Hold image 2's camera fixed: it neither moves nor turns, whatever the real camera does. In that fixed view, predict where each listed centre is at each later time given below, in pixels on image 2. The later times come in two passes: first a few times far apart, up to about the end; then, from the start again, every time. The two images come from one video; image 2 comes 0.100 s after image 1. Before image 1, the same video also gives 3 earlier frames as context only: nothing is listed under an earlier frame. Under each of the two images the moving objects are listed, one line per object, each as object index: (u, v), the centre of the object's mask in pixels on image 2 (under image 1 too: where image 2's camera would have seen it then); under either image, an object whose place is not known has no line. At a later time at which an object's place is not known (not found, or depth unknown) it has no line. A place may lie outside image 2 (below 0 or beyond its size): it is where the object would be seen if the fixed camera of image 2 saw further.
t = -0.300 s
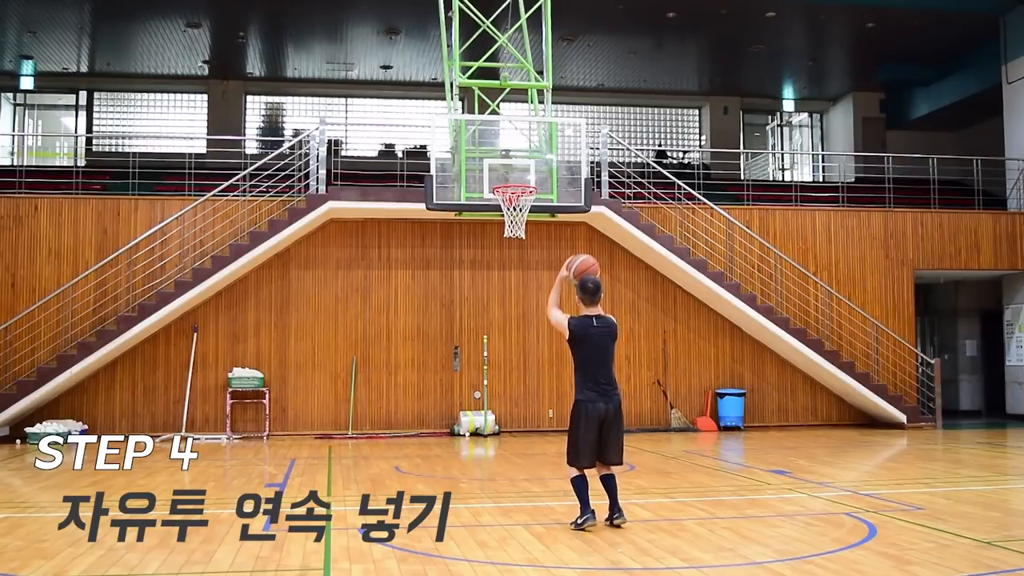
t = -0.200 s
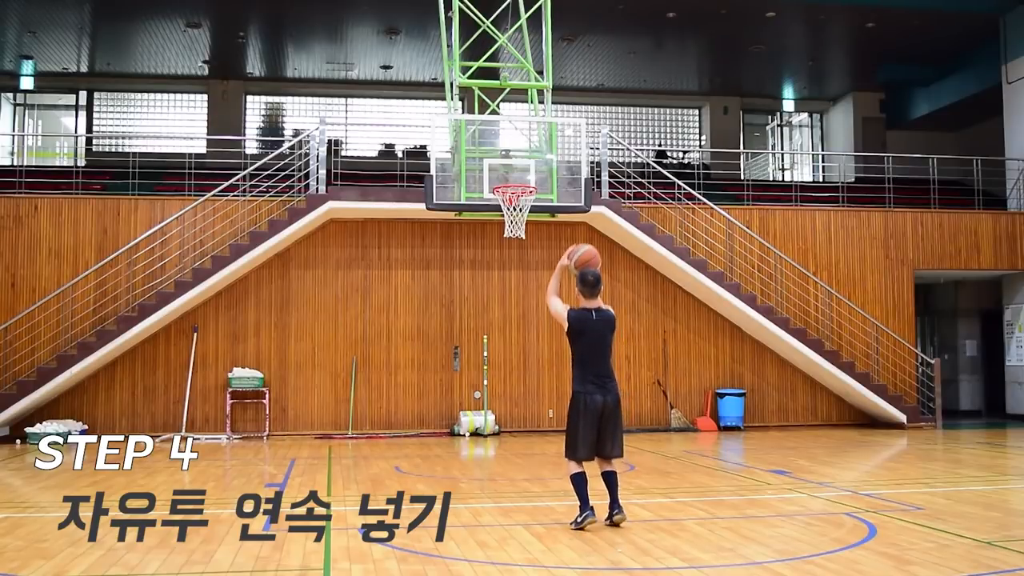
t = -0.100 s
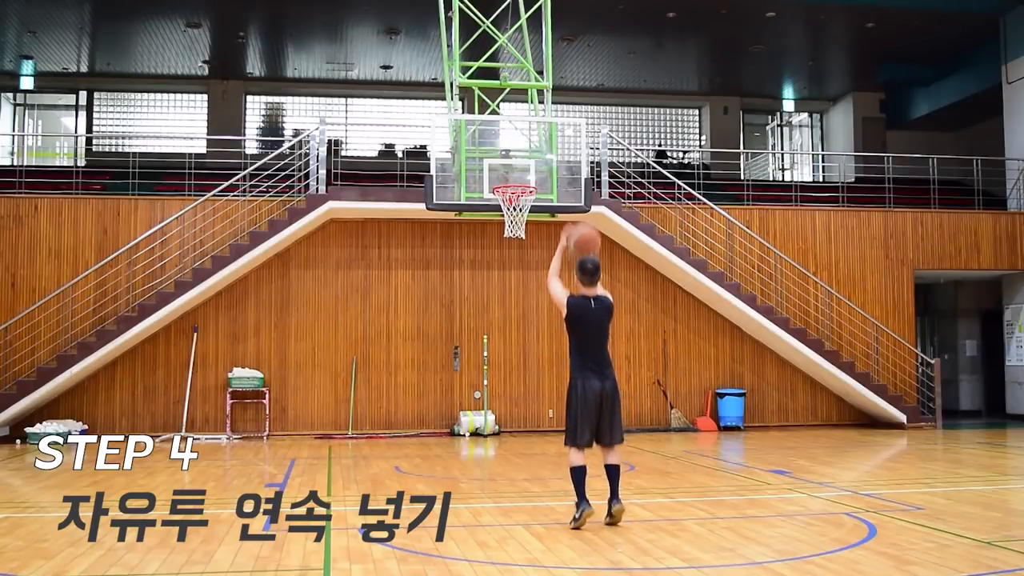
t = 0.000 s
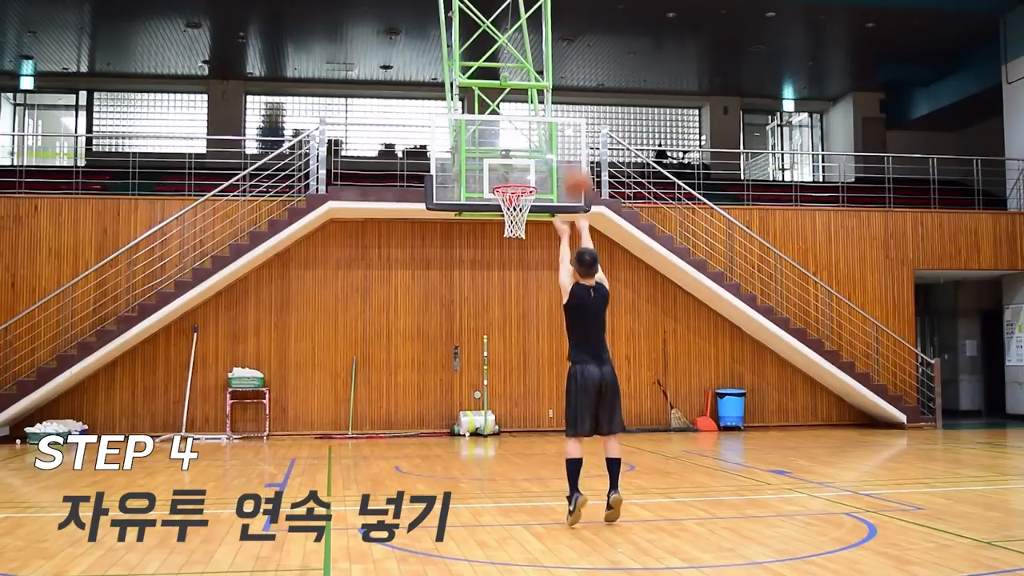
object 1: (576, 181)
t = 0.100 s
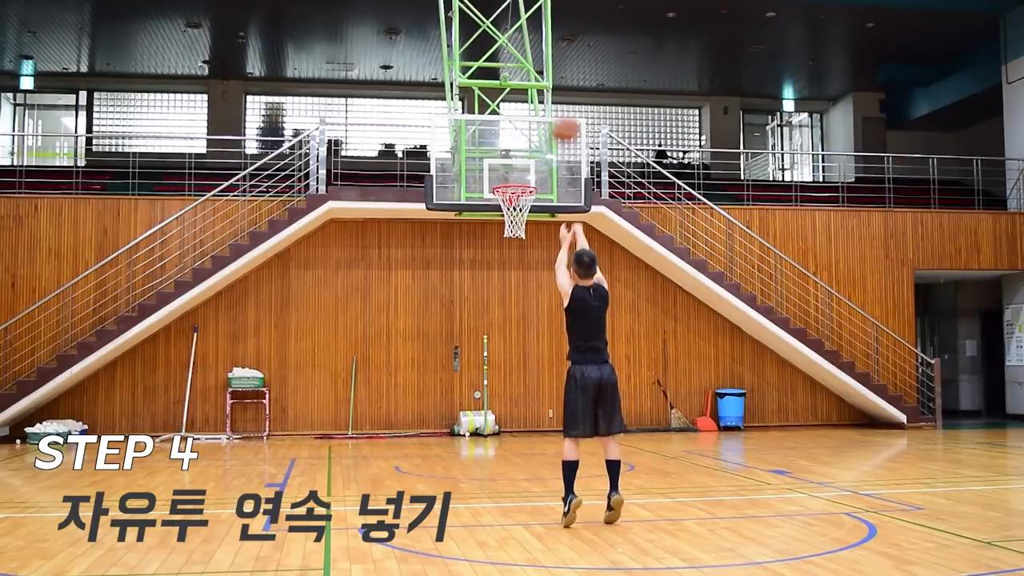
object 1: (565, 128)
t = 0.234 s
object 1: (555, 84)
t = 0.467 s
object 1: (537, 61)
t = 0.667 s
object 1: (524, 85)
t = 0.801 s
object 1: (518, 121)
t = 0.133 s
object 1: (562, 112)
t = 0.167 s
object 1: (560, 101)
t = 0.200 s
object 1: (558, 92)
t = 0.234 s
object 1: (555, 84)
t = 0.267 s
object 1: (551, 77)
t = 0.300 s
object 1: (549, 71)
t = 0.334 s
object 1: (546, 67)
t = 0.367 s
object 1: (544, 63)
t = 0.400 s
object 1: (542, 61)
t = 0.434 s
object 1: (539, 61)
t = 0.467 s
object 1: (537, 61)
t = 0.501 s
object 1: (535, 63)
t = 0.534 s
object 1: (533, 65)
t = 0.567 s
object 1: (531, 68)
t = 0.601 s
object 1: (530, 73)
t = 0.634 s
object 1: (527, 80)
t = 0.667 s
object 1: (524, 85)
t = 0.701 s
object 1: (522, 93)
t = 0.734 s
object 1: (521, 99)
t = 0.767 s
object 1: (519, 108)
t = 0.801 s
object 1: (518, 121)
